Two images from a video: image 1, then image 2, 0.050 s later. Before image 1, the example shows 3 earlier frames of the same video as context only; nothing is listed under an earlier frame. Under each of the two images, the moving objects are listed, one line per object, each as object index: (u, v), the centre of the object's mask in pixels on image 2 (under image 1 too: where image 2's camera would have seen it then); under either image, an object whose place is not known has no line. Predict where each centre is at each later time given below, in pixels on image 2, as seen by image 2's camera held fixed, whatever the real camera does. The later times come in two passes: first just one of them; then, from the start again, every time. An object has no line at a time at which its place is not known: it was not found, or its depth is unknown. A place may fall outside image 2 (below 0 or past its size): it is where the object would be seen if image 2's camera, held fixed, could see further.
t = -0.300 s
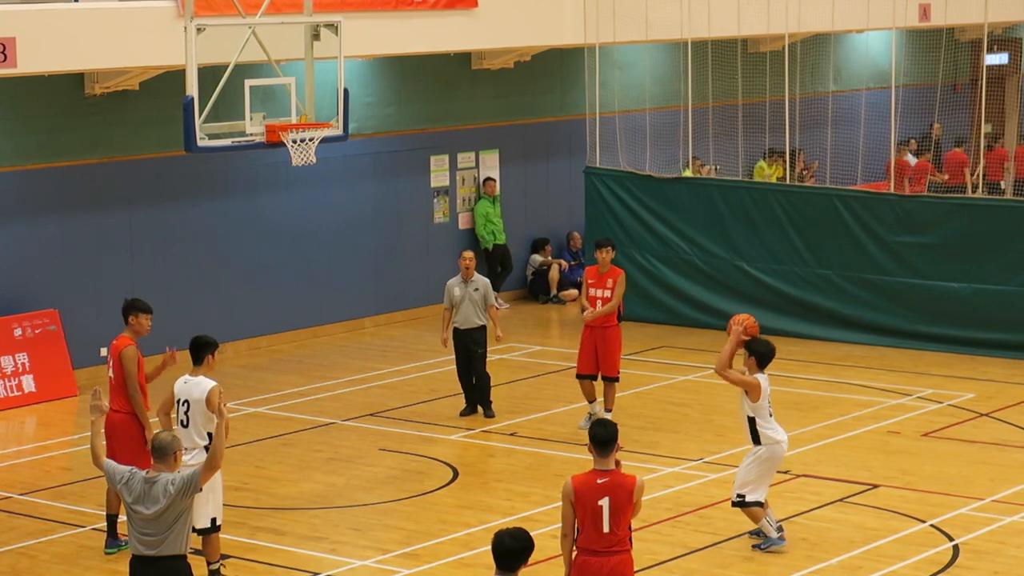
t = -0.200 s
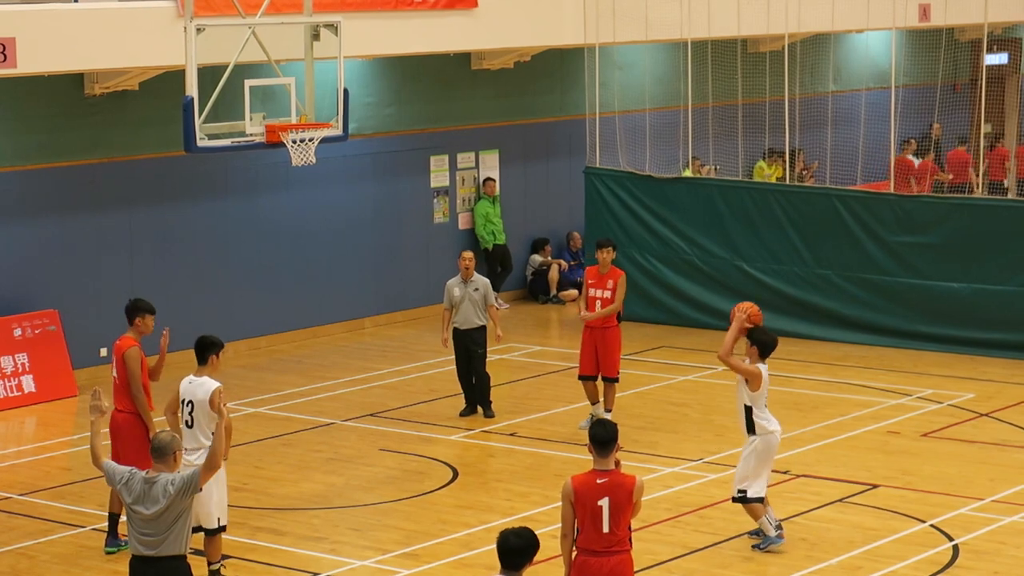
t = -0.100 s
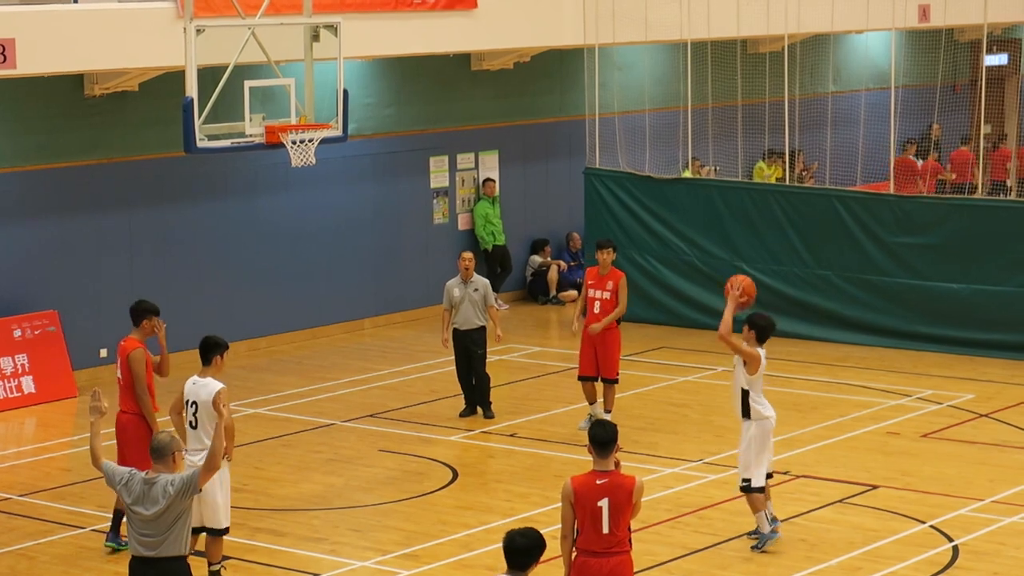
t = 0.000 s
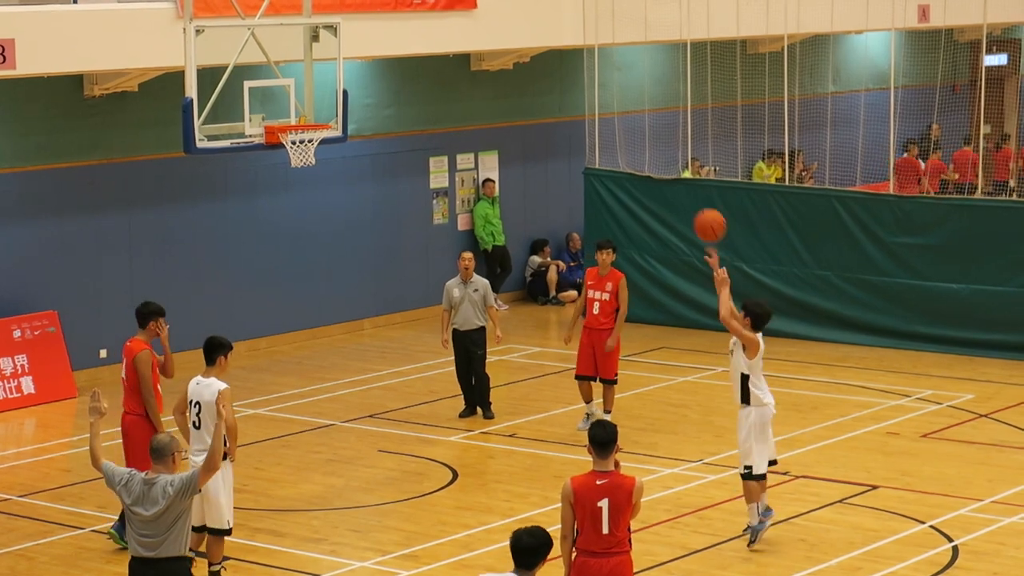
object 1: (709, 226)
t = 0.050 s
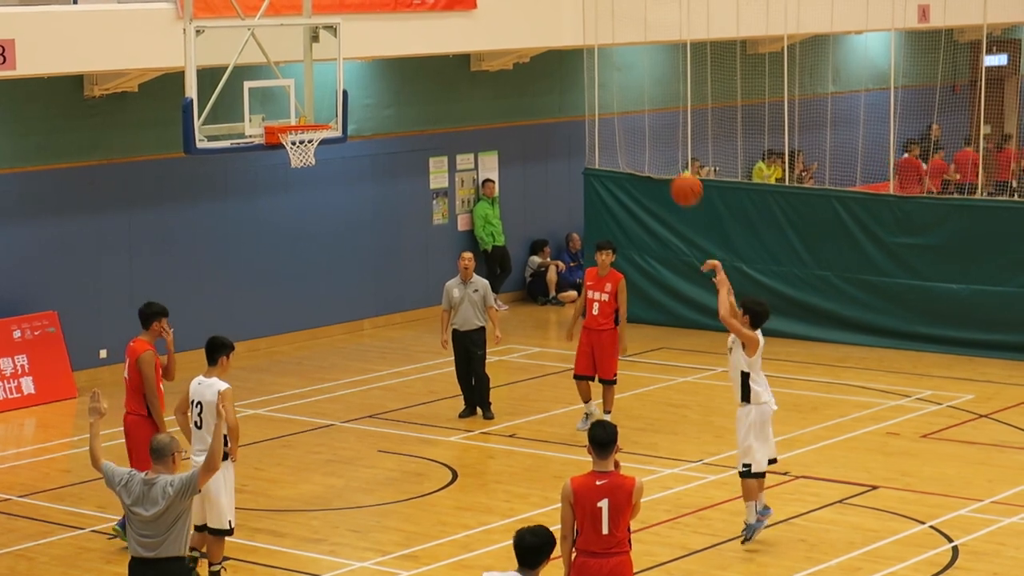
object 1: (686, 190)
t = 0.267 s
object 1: (588, 67)
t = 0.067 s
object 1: (679, 177)
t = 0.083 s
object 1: (671, 166)
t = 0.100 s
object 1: (663, 154)
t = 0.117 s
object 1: (655, 145)
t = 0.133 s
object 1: (648, 134)
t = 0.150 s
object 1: (640, 125)
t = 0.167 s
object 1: (632, 116)
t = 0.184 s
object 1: (626, 107)
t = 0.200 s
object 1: (618, 99)
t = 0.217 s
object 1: (611, 90)
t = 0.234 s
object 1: (603, 83)
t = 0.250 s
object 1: (596, 74)
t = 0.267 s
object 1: (588, 67)
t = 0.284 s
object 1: (580, 61)
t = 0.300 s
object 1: (573, 56)
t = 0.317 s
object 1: (566, 50)
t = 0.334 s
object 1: (559, 44)
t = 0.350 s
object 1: (552, 39)
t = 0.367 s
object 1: (545, 34)
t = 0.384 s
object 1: (538, 29)
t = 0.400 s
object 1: (530, 26)
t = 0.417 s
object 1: (523, 22)
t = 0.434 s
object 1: (516, 19)
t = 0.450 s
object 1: (509, 15)
